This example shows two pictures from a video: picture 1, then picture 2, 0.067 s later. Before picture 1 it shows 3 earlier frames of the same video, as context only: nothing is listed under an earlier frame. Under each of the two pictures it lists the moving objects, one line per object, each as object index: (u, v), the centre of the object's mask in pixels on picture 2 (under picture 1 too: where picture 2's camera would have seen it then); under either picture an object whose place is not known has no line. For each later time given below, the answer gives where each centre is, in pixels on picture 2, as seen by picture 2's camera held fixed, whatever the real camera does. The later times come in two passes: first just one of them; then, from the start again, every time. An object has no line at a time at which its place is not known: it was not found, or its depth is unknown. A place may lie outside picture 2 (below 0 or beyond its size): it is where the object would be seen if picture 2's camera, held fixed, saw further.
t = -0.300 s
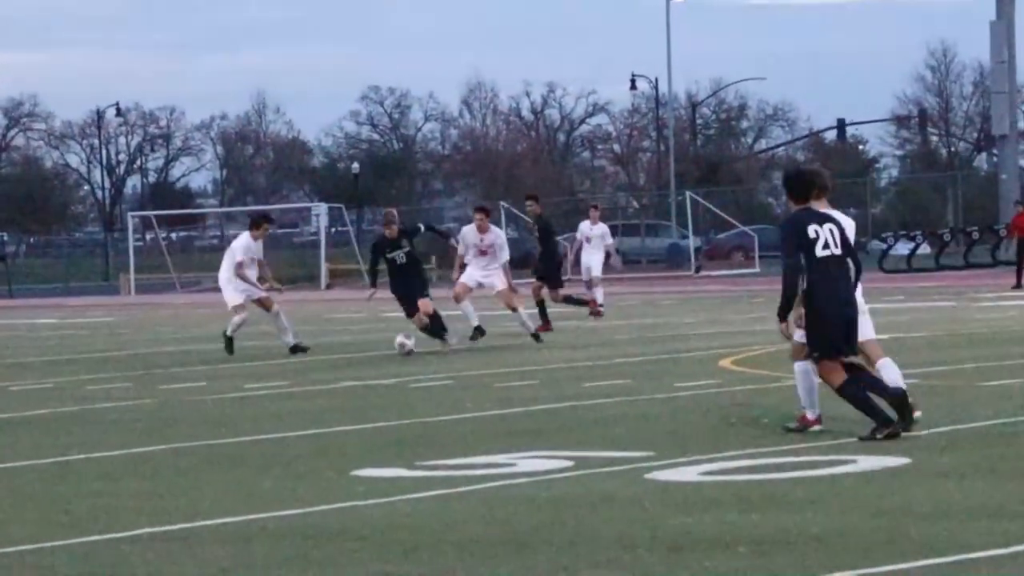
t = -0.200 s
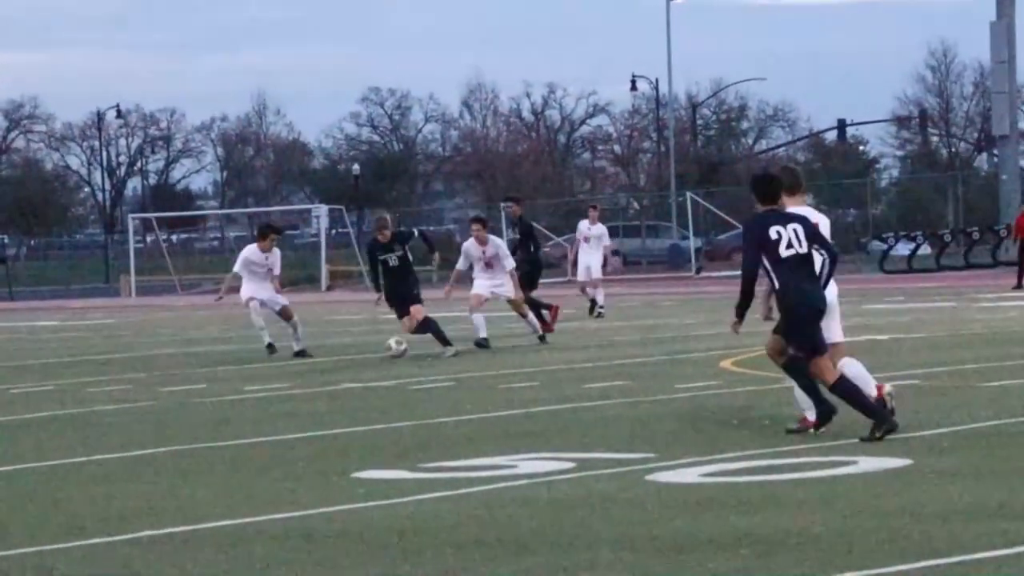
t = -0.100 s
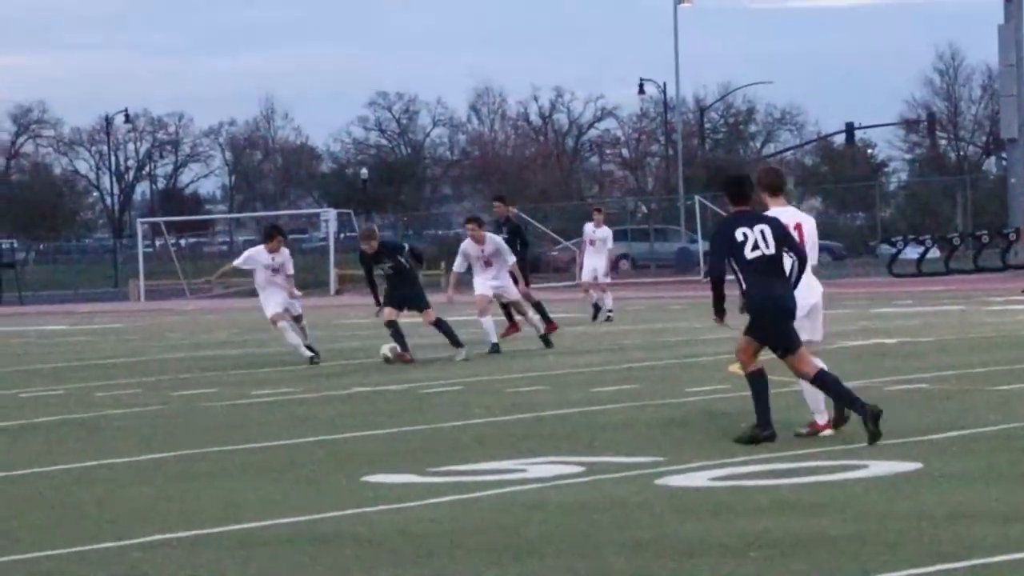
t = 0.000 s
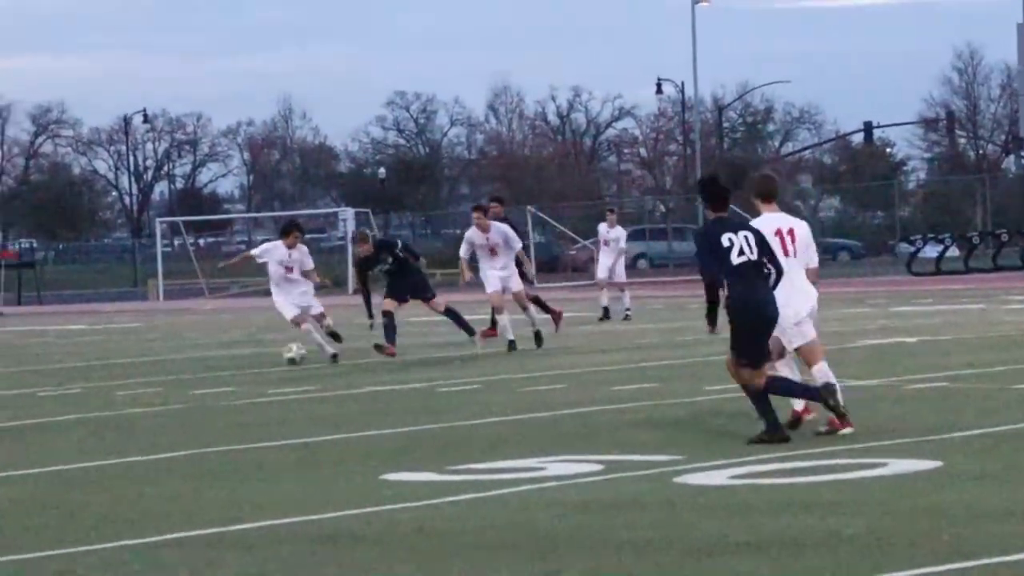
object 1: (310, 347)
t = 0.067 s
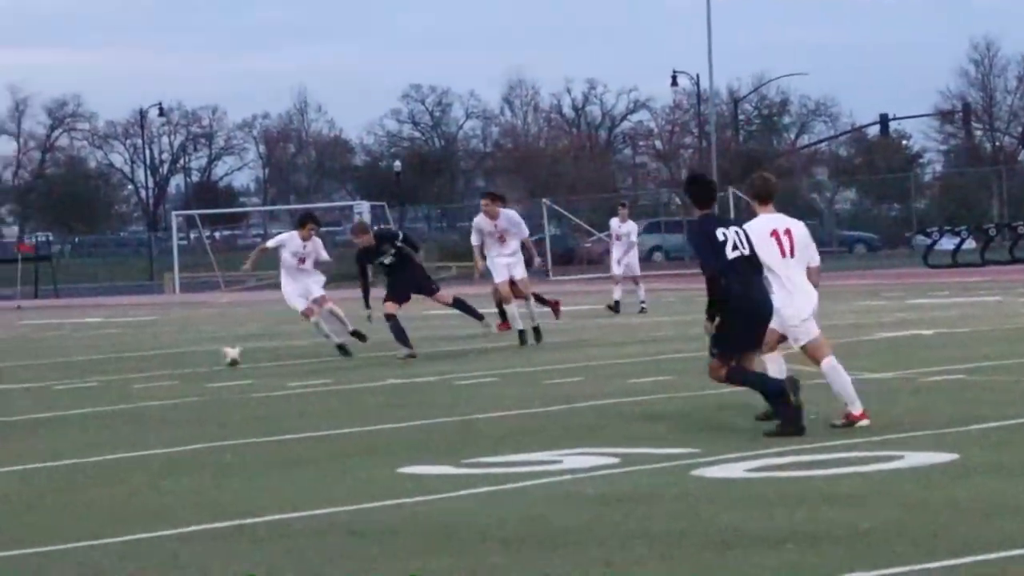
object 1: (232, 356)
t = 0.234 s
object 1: (45, 365)
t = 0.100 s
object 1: (193, 360)
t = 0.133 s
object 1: (157, 359)
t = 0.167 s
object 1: (120, 359)
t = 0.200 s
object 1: (83, 360)
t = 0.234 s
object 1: (45, 365)
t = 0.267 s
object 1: (7, 370)
